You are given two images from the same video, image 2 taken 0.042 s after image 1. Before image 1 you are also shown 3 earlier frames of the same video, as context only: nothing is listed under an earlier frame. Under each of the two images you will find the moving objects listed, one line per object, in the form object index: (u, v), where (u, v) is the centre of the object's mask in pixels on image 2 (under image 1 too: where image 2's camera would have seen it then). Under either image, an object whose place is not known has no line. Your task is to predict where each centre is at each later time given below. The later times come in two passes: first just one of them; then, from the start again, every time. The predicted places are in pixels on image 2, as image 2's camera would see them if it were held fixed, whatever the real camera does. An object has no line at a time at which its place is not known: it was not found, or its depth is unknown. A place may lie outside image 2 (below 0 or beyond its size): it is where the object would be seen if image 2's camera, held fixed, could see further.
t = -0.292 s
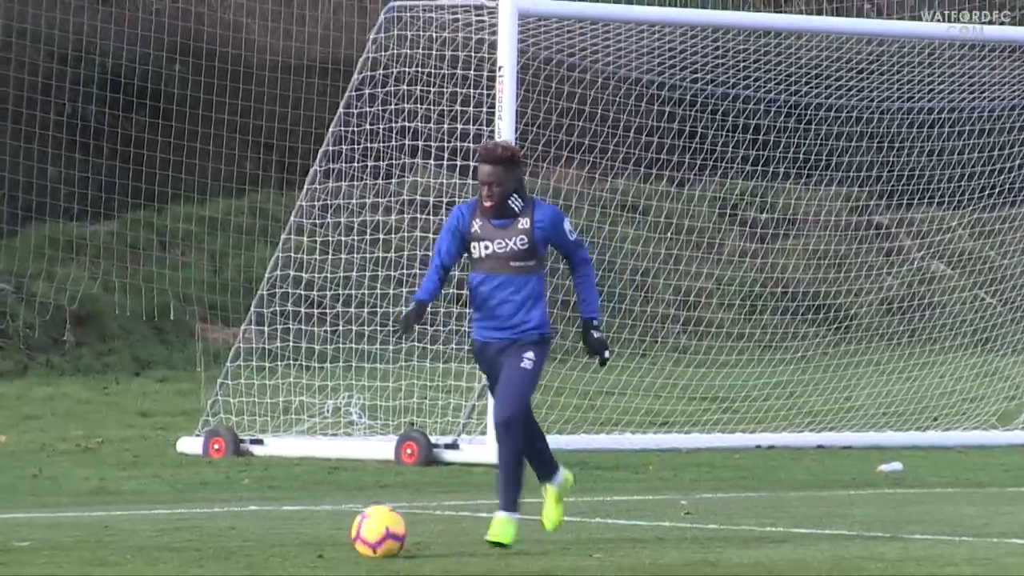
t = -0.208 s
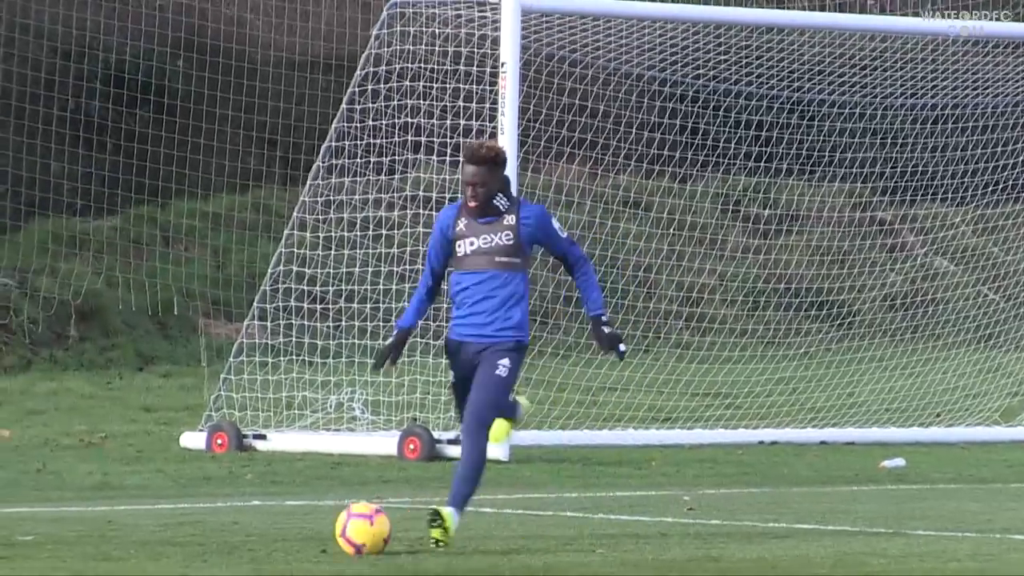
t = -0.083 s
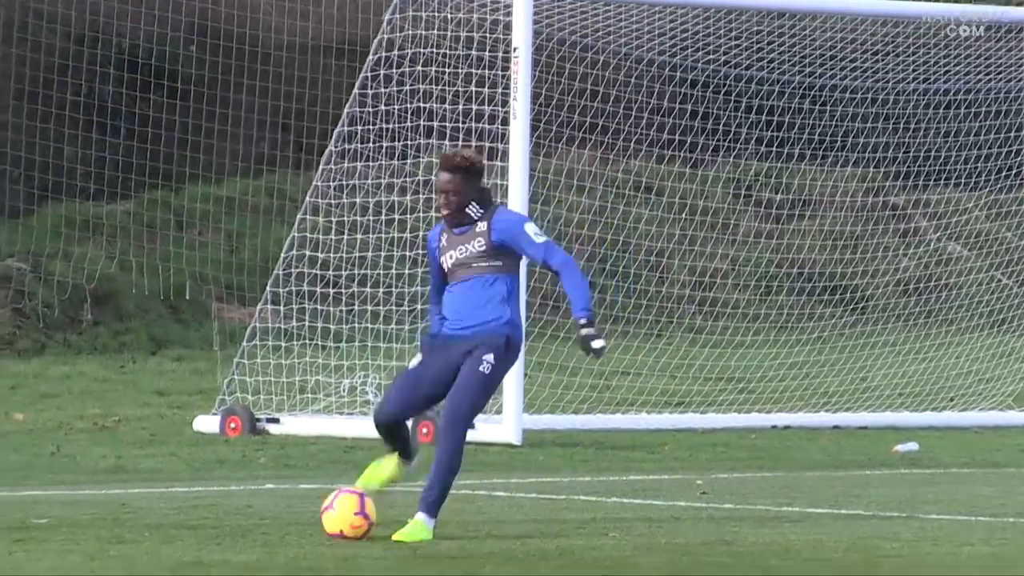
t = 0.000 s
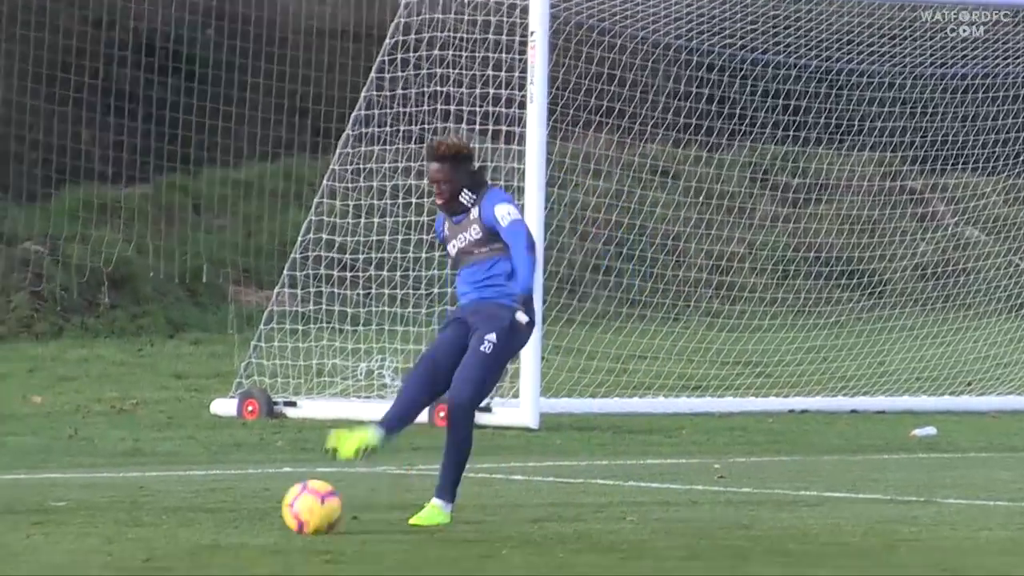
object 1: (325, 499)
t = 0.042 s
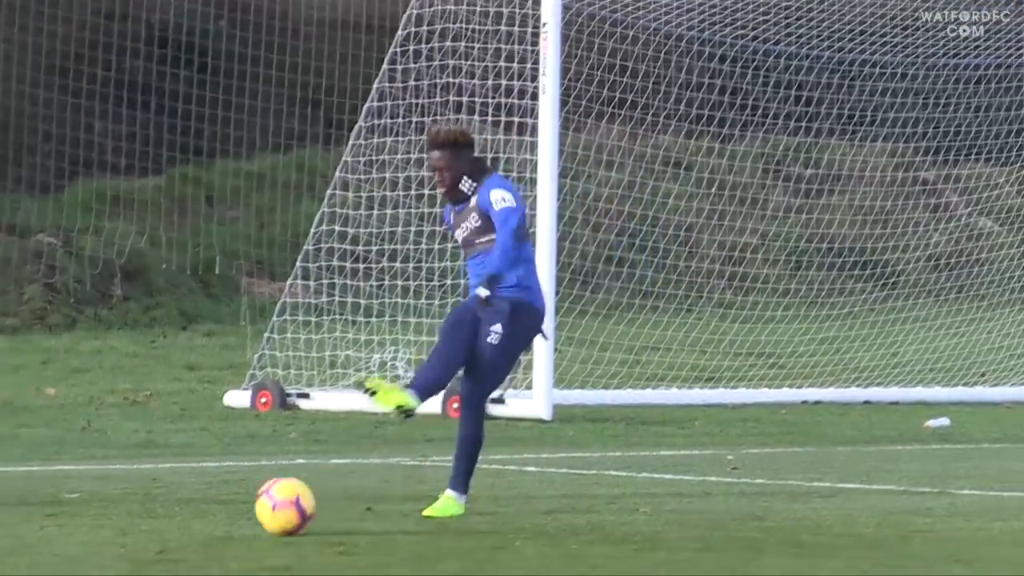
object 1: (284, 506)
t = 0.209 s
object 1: (113, 544)
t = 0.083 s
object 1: (243, 517)
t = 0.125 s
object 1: (199, 528)
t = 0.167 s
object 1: (156, 535)
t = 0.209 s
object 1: (113, 544)
